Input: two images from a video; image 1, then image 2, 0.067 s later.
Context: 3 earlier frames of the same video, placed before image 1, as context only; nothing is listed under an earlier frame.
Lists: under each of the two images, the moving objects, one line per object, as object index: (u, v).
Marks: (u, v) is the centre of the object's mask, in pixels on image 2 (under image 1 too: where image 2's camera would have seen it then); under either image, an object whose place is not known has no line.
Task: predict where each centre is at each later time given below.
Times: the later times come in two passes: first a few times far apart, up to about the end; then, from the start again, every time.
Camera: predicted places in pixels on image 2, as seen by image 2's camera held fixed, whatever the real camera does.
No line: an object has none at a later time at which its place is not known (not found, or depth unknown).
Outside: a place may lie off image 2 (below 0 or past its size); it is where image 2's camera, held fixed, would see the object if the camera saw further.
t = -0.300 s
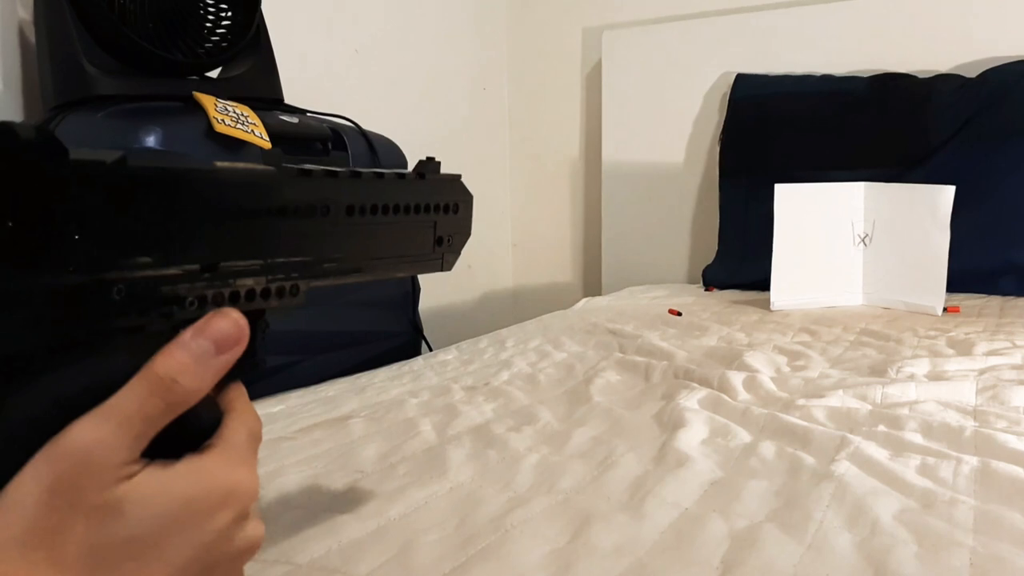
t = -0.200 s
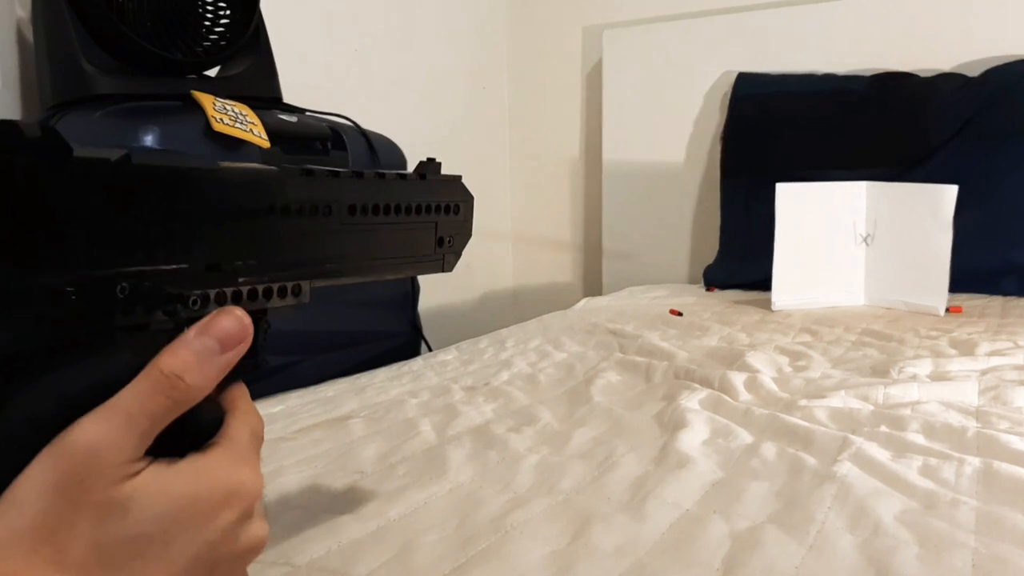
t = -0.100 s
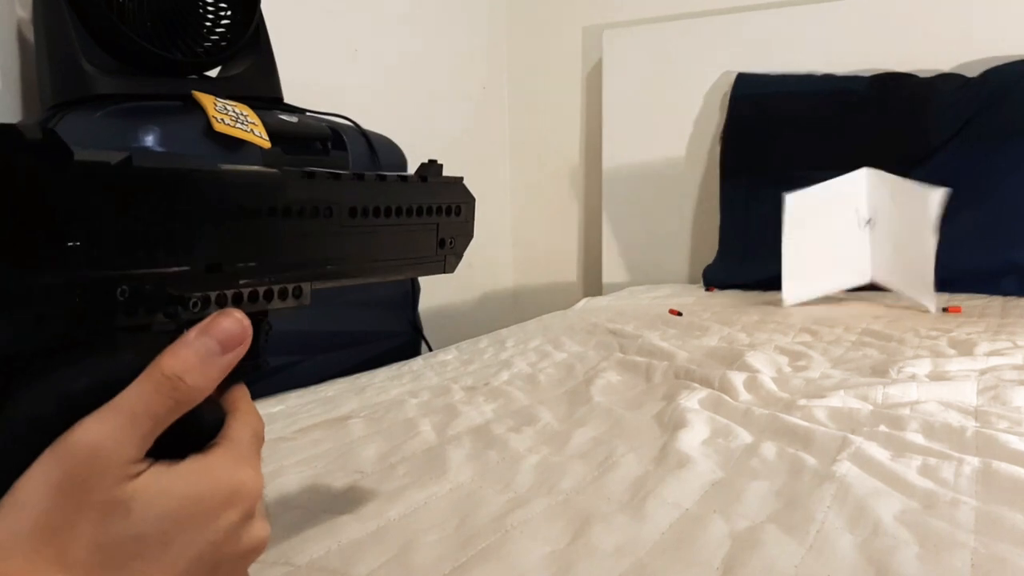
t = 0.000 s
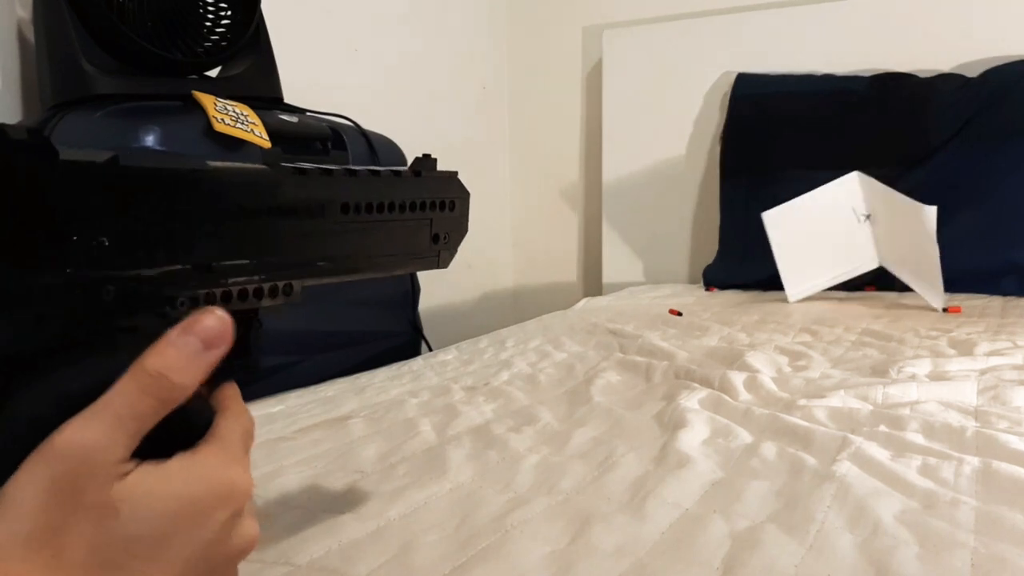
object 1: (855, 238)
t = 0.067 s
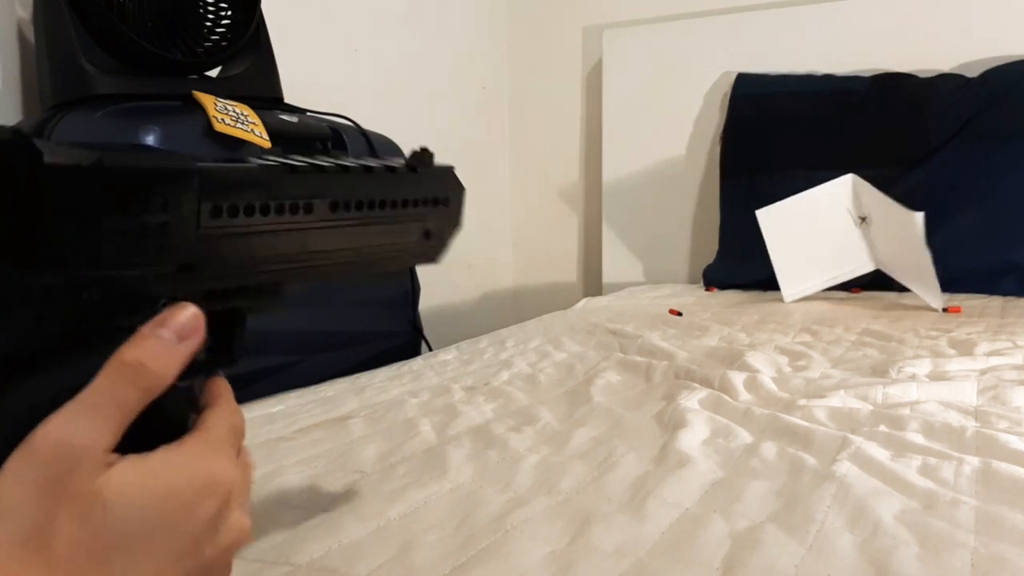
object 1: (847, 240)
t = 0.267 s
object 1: (844, 243)
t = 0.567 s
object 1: (844, 278)
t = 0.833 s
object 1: (869, 290)
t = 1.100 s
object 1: (871, 290)
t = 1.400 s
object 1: (871, 290)
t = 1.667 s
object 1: (852, 301)
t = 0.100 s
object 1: (843, 240)
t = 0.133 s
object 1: (842, 241)
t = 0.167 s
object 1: (843, 241)
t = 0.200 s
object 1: (844, 241)
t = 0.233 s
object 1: (845, 242)
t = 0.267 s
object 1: (844, 243)
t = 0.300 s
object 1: (842, 244)
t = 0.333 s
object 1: (840, 245)
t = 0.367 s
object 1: (836, 247)
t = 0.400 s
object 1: (831, 250)
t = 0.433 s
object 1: (825, 253)
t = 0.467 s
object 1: (818, 257)
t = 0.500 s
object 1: (815, 263)
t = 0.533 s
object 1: (827, 271)
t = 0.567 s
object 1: (844, 278)
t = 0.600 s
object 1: (858, 287)
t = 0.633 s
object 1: (869, 289)
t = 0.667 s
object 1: (863, 291)
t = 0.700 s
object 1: (863, 292)
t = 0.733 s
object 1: (870, 291)
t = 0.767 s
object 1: (870, 290)
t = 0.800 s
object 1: (870, 290)
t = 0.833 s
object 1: (869, 290)
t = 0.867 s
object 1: (868, 290)
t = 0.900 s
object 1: (868, 290)
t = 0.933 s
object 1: (869, 290)
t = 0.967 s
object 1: (870, 290)
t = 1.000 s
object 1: (870, 290)
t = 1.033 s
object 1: (871, 290)
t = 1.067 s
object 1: (871, 290)
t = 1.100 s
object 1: (871, 290)
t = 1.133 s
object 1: (871, 290)
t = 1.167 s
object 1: (871, 290)
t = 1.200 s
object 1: (871, 290)
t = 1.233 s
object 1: (871, 290)
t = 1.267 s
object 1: (871, 290)
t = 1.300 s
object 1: (871, 290)
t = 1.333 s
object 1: (871, 290)
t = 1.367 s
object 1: (871, 290)
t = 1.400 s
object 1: (871, 290)
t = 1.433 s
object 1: (871, 290)
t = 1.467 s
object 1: (871, 290)
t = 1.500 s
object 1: (871, 290)
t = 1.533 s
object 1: (867, 292)
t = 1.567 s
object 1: (854, 297)
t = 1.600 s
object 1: (860, 300)
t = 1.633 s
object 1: (853, 301)
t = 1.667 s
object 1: (852, 301)
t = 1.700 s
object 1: (851, 301)
